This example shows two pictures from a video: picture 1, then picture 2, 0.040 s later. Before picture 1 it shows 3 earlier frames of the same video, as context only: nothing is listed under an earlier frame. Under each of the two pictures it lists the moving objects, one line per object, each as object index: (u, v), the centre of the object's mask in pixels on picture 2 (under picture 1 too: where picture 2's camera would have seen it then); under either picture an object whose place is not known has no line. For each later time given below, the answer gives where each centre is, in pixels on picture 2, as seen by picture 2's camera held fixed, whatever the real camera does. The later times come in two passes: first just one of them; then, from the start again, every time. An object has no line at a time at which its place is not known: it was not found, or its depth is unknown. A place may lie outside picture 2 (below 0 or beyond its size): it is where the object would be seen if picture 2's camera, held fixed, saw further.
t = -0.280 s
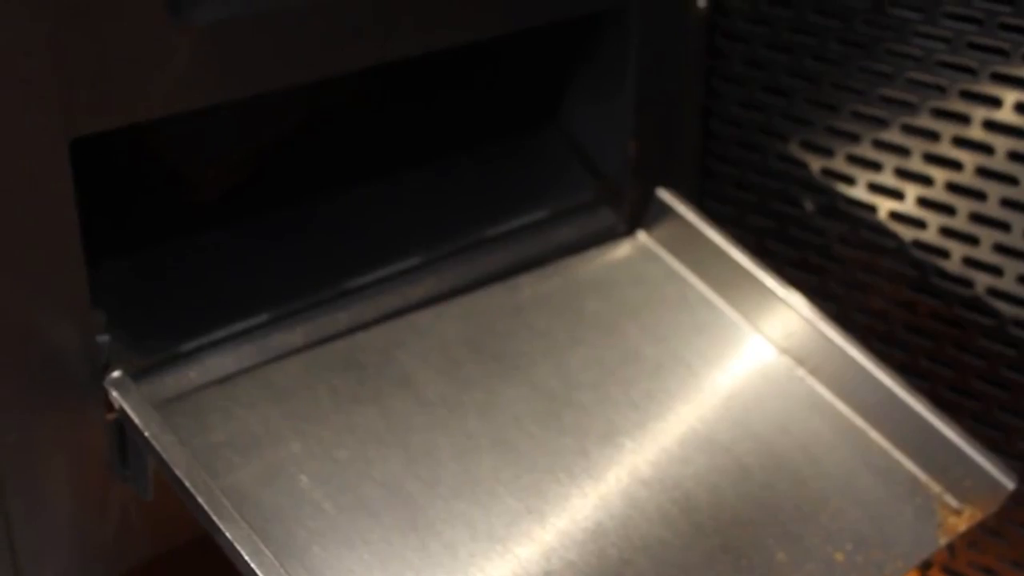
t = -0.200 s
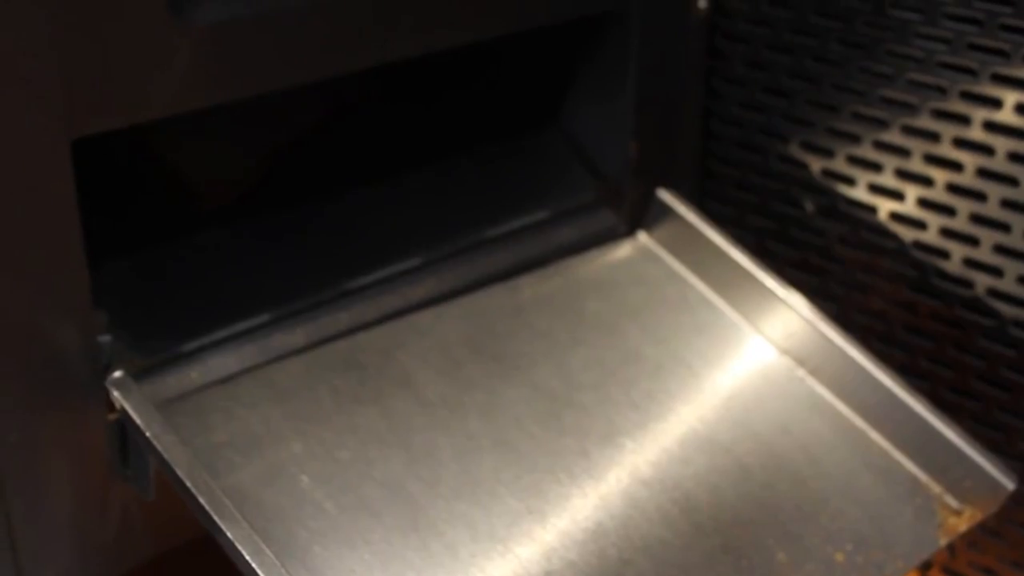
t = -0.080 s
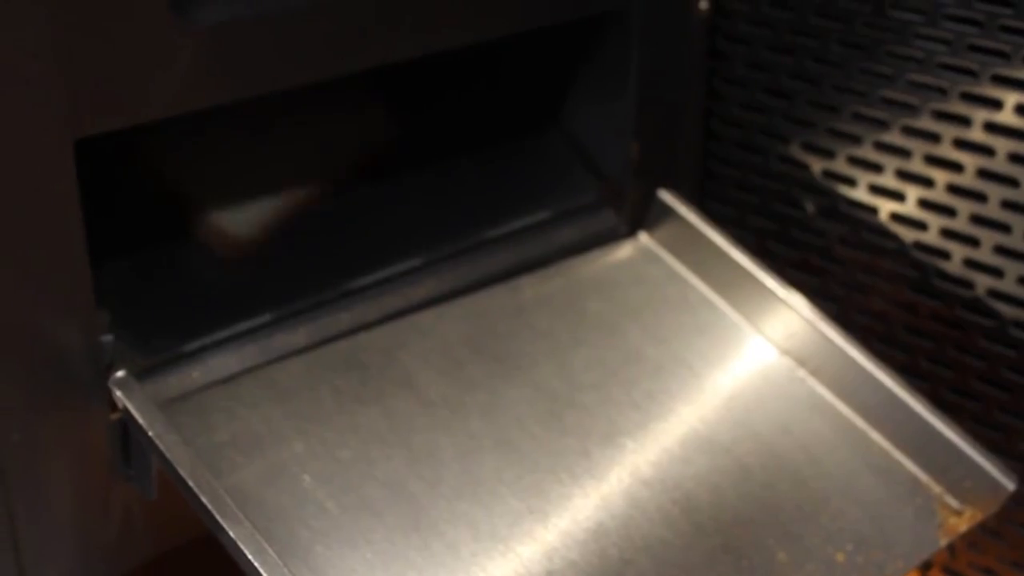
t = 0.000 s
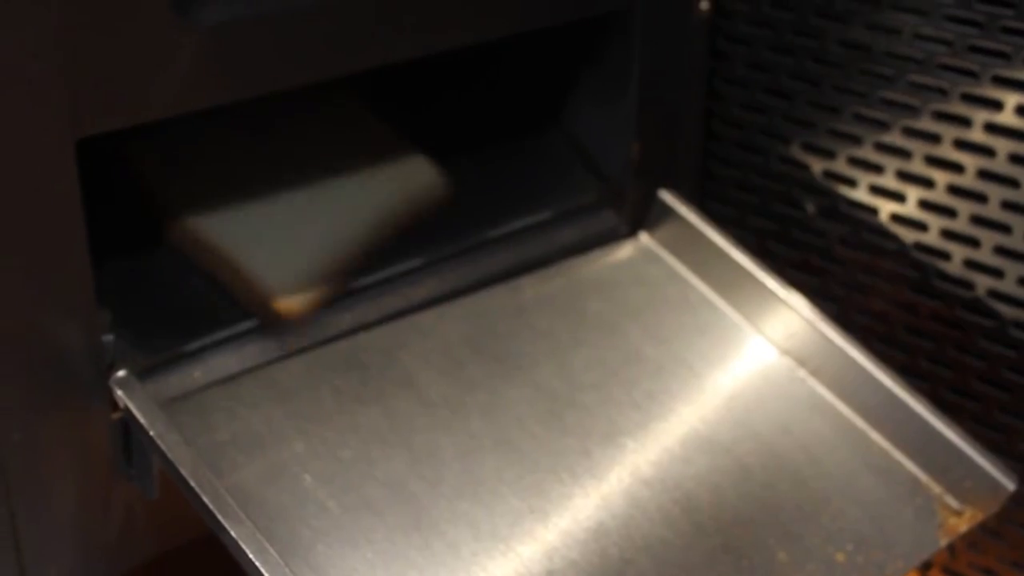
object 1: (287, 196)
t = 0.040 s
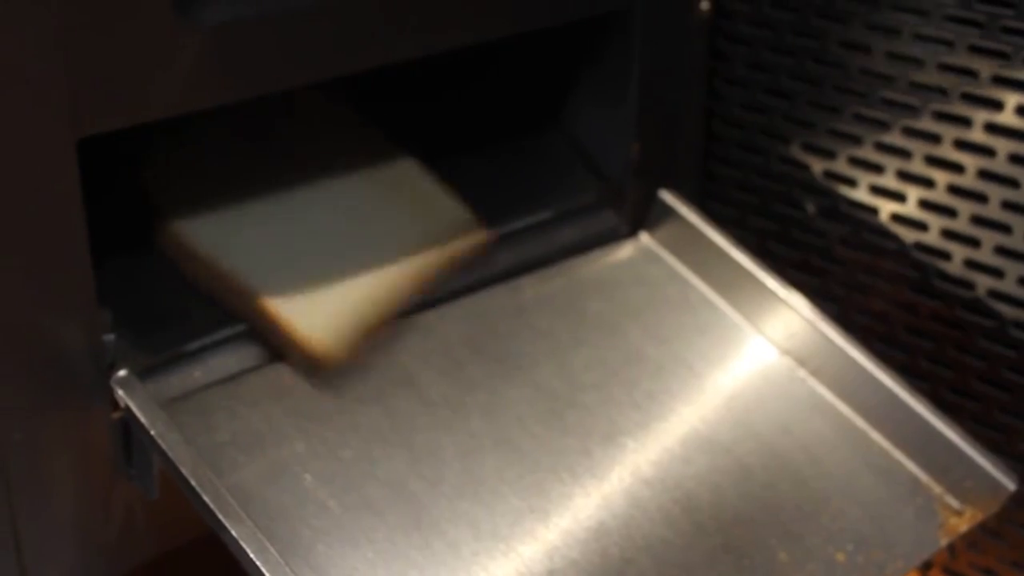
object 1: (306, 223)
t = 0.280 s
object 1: (612, 506)
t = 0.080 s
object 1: (340, 264)
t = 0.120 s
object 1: (384, 320)
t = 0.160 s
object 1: (445, 389)
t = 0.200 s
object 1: (516, 452)
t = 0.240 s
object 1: (580, 492)
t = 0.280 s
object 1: (612, 506)
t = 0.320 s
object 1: (618, 497)
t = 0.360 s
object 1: (630, 495)
